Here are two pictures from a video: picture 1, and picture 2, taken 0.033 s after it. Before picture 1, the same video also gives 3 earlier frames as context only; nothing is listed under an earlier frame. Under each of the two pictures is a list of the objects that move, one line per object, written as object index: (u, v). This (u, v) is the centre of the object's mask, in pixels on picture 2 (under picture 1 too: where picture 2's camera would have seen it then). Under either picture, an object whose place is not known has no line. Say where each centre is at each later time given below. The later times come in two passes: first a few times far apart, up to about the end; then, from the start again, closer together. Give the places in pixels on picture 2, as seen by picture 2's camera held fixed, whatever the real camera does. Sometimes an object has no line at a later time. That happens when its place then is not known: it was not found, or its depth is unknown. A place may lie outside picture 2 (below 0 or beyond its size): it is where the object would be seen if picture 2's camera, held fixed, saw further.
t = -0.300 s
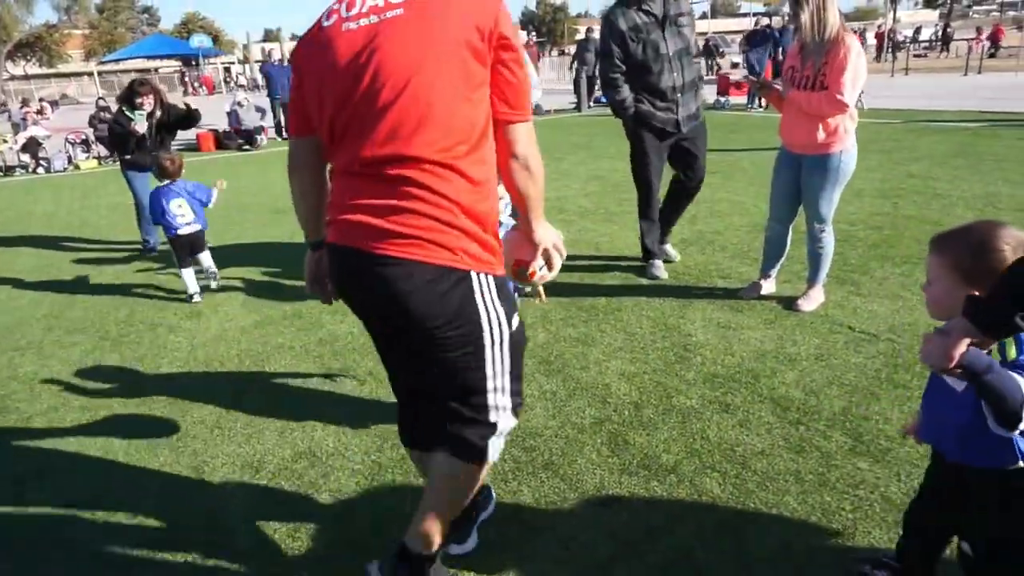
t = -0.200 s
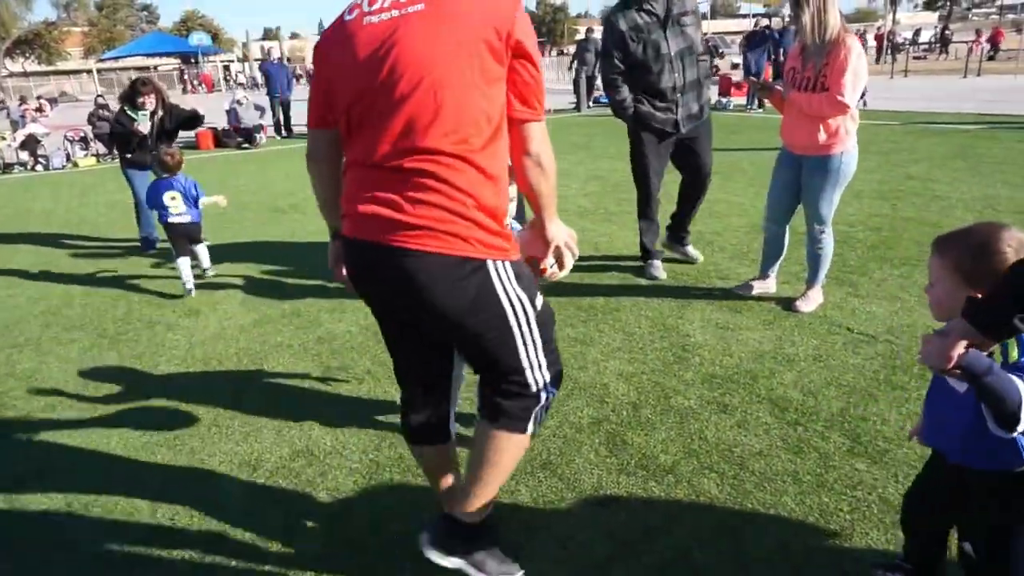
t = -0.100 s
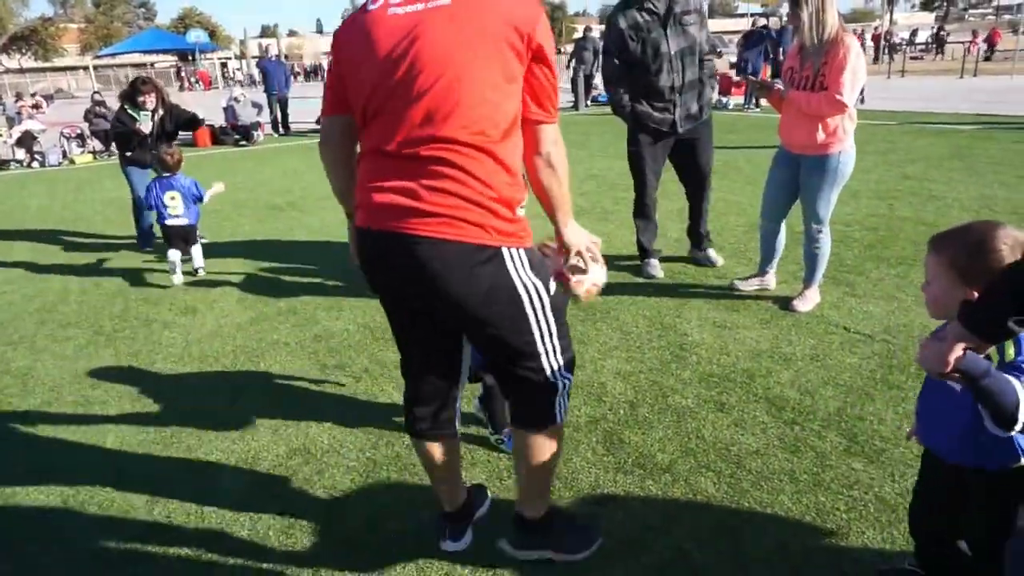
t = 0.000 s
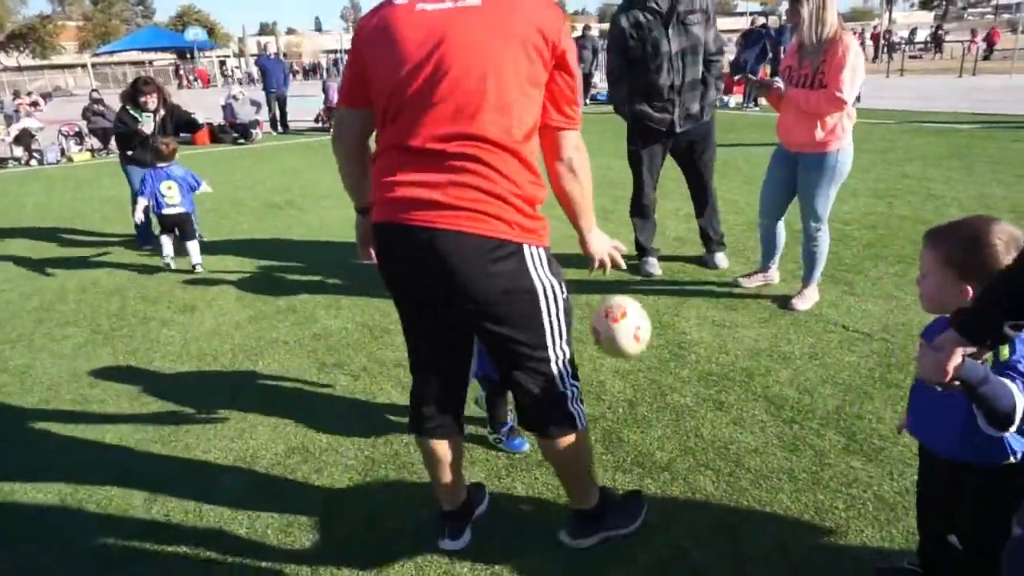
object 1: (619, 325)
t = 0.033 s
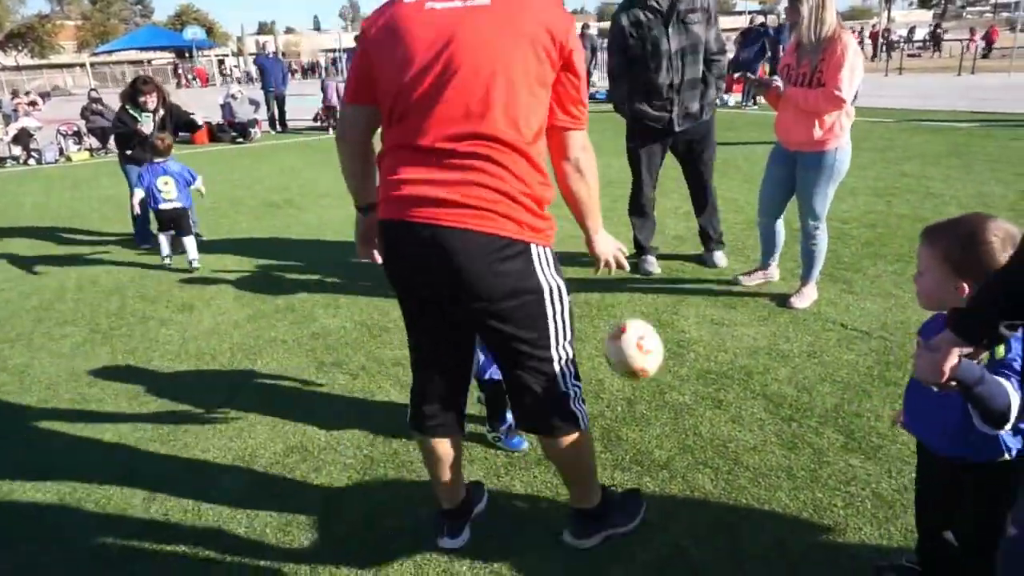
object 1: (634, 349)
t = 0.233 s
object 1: (681, 365)
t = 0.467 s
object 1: (700, 323)
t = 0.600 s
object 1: (705, 357)
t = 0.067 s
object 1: (648, 376)
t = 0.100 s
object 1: (662, 403)
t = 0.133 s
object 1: (671, 426)
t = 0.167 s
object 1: (674, 403)
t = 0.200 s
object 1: (678, 383)
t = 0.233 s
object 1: (681, 365)
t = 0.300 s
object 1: (688, 338)
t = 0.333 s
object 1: (691, 329)
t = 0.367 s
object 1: (693, 323)
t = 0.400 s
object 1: (695, 320)
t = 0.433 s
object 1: (697, 320)
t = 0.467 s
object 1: (700, 323)
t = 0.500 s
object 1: (701, 327)
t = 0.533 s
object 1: (704, 334)
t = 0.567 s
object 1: (706, 344)
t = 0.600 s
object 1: (705, 357)
